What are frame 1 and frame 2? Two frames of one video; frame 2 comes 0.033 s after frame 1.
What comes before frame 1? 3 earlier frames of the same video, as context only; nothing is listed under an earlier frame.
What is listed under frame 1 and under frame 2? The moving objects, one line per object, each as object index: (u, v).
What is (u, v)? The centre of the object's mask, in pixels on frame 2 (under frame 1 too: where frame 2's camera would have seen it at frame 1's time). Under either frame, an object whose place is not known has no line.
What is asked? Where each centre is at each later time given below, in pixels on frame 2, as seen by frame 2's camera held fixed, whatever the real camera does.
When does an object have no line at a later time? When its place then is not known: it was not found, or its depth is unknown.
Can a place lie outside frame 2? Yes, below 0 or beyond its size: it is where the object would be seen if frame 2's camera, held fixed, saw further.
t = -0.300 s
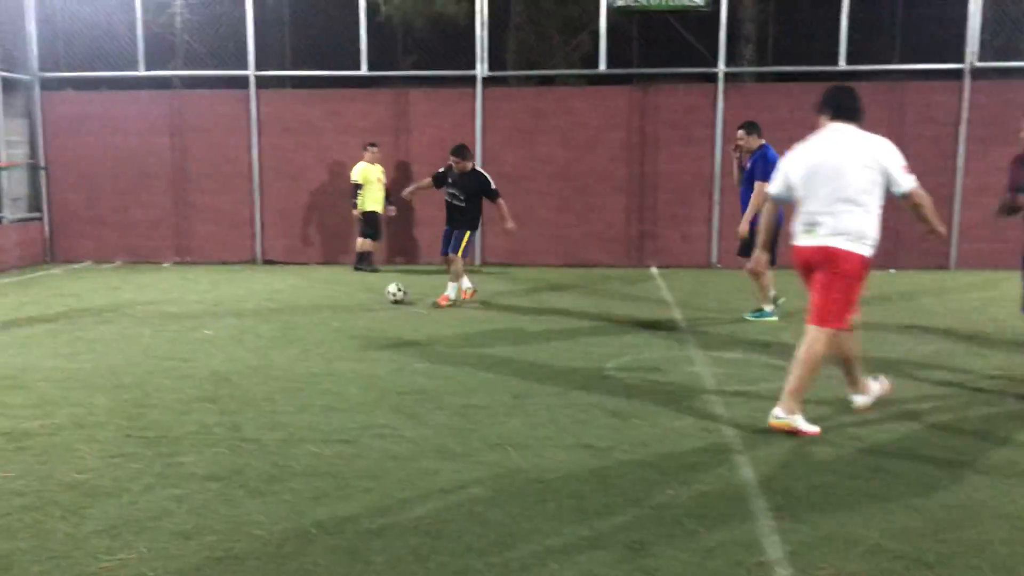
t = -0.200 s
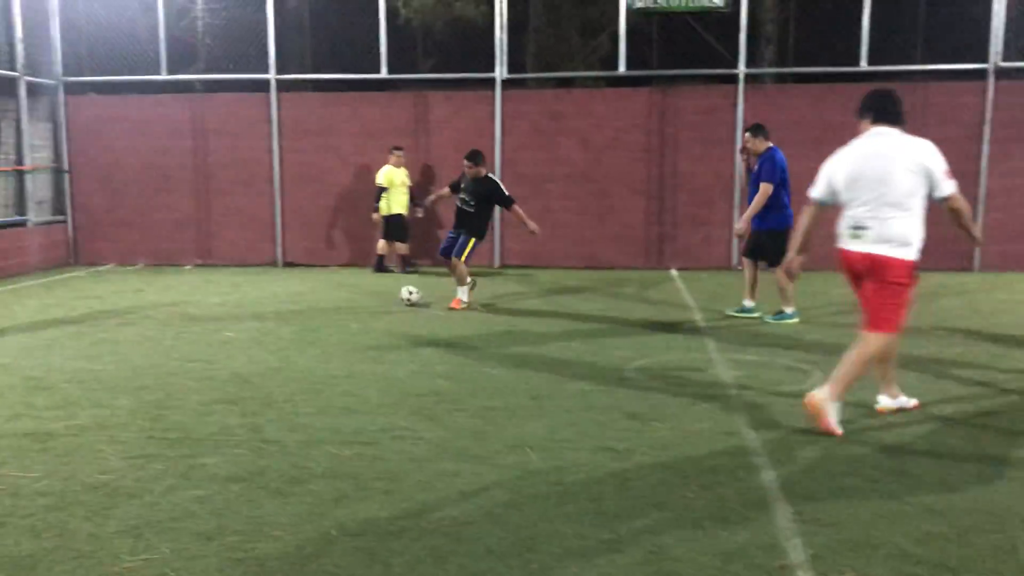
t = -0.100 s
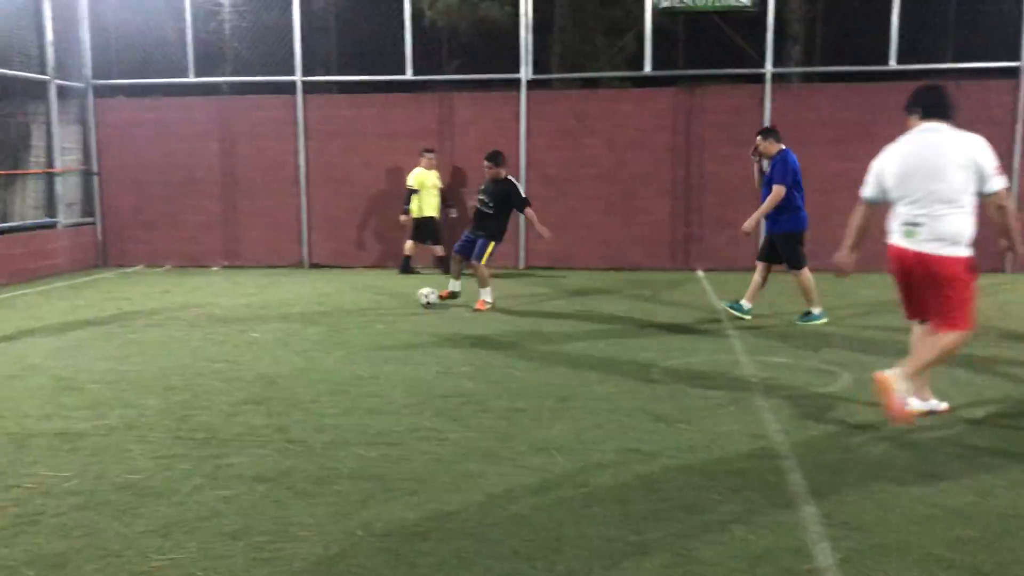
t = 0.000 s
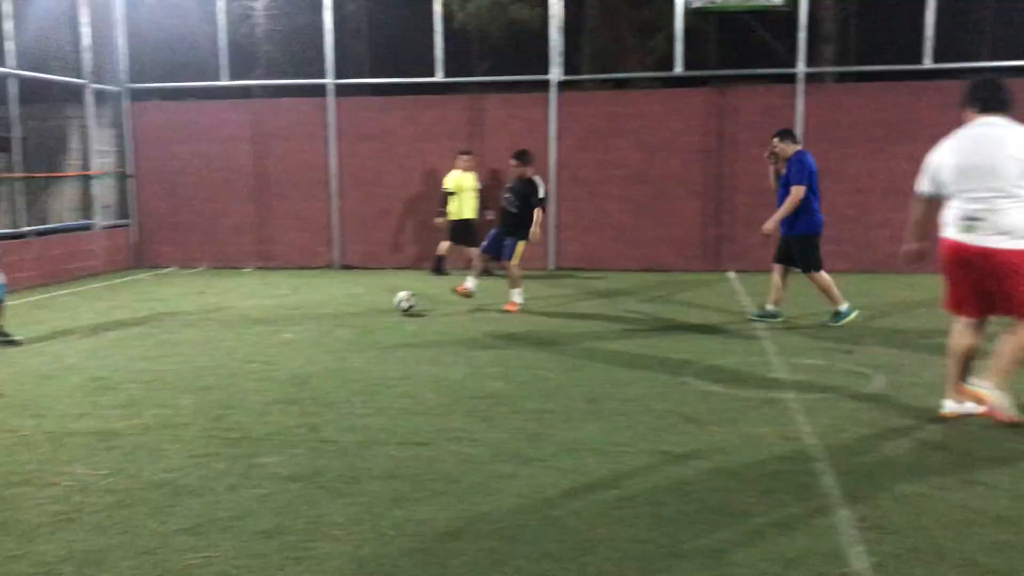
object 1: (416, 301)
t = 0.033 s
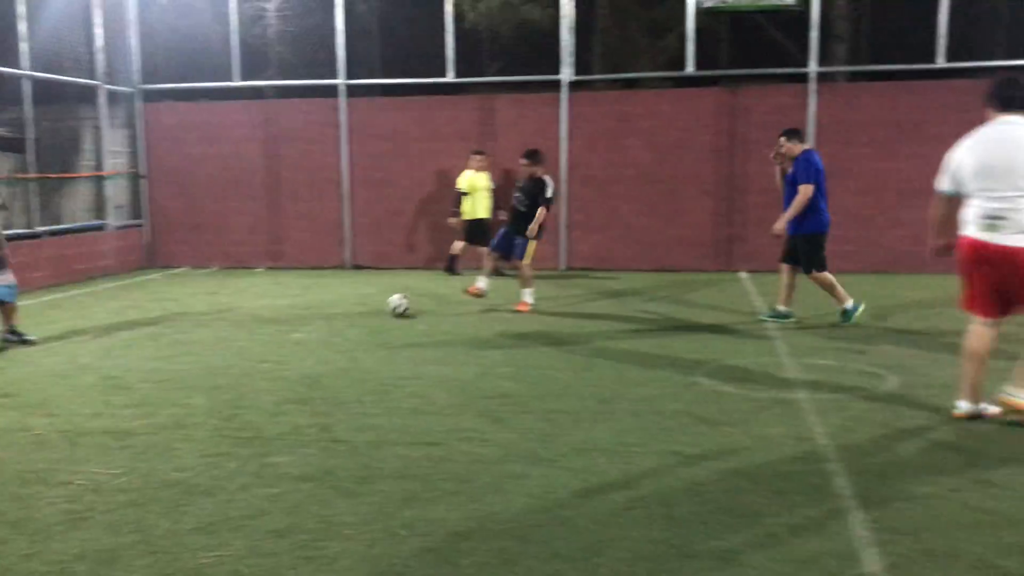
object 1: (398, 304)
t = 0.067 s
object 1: (380, 307)
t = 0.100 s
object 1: (366, 307)
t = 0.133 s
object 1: (350, 309)
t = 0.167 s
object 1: (334, 312)
